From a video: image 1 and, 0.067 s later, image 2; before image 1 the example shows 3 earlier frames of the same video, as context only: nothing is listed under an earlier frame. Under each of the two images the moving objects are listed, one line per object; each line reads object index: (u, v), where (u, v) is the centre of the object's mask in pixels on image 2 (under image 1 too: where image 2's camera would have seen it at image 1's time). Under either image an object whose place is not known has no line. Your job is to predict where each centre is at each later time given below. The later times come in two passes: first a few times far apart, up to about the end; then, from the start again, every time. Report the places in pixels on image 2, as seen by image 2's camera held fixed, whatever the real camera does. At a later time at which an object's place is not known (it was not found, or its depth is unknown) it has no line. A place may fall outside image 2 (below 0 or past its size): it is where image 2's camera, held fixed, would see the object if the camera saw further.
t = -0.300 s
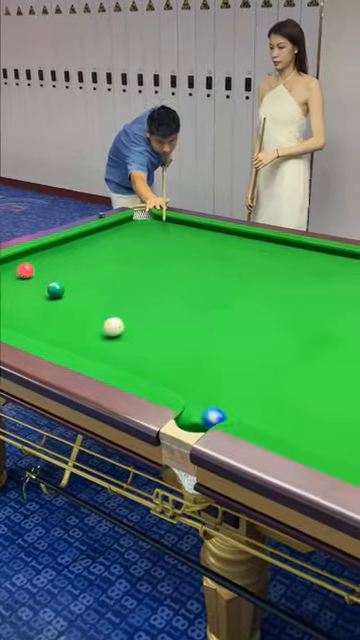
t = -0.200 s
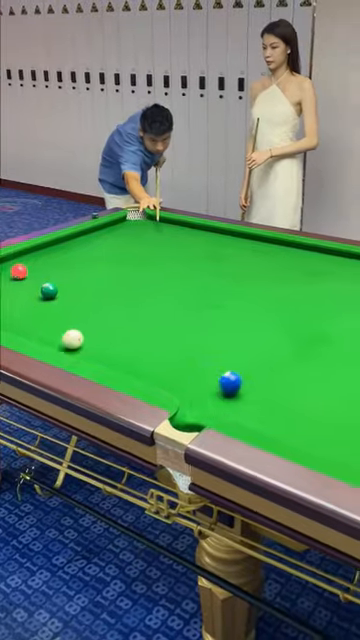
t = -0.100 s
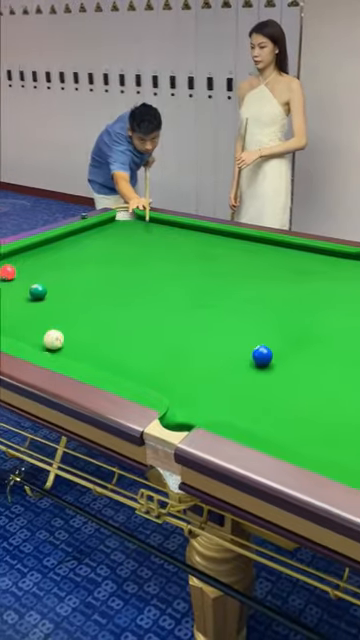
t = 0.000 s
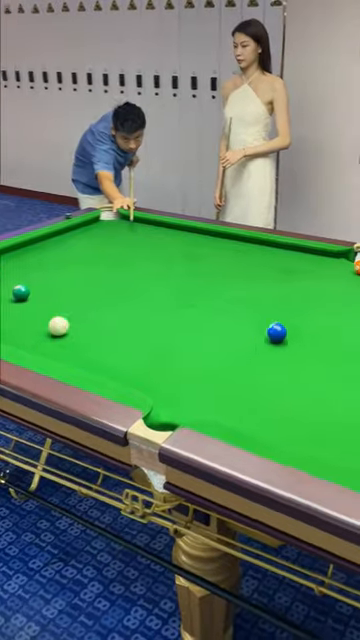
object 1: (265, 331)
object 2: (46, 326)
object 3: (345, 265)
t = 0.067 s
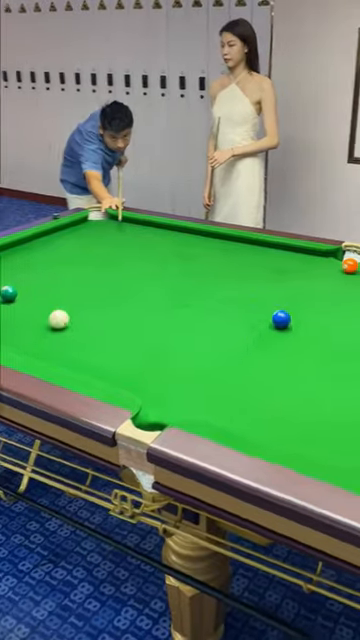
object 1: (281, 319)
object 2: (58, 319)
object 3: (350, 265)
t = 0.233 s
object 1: (315, 293)
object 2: (86, 303)
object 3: (350, 265)
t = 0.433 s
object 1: (344, 269)
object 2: (114, 286)
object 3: (355, 262)
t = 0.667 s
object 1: (351, 264)
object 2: (142, 269)
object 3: (327, 259)
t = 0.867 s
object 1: (357, 258)
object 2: (162, 257)
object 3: (294, 259)
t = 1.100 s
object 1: (347, 255)
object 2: (183, 245)
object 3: (256, 260)
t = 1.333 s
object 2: (200, 234)
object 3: (219, 260)
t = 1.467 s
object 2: (195, 236)
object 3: (198, 261)
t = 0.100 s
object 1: (288, 313)
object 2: (64, 316)
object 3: (350, 265)
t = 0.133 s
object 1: (295, 308)
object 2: (70, 312)
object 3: (350, 265)
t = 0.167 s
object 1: (302, 302)
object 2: (75, 309)
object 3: (350, 265)
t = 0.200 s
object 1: (309, 298)
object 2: (81, 306)
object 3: (350, 265)
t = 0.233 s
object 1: (315, 293)
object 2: (86, 303)
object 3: (350, 265)
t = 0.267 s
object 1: (321, 288)
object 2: (91, 300)
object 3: (350, 266)
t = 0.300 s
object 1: (327, 283)
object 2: (96, 297)
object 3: (351, 265)
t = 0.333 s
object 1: (333, 279)
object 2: (101, 294)
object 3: (350, 265)
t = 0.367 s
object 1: (338, 275)
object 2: (105, 291)
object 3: (351, 265)
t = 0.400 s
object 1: (343, 271)
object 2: (109, 289)
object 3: (352, 264)
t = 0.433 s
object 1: (344, 269)
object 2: (114, 286)
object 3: (355, 262)
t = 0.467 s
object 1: (345, 270)
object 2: (118, 283)
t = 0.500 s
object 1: (345, 269)
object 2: (123, 281)
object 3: (358, 258)
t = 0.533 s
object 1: (346, 268)
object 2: (127, 279)
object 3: (350, 257)
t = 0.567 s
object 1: (347, 267)
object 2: (130, 276)
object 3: (344, 256)
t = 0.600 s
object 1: (349, 266)
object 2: (134, 274)
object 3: (338, 258)
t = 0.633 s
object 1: (350, 265)
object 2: (138, 271)
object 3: (333, 259)
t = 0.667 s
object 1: (351, 264)
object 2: (142, 269)
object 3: (327, 259)
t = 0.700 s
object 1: (352, 263)
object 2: (146, 267)
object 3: (322, 259)
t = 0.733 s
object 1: (353, 262)
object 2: (149, 265)
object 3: (316, 259)
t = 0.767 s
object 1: (354, 261)
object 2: (153, 263)
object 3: (311, 259)
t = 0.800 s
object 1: (355, 260)
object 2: (156, 261)
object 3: (305, 259)
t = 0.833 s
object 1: (356, 259)
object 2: (159, 259)
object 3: (300, 259)
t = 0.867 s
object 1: (357, 258)
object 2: (162, 257)
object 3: (294, 259)
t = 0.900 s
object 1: (357, 258)
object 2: (166, 255)
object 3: (289, 260)
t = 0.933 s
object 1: (356, 257)
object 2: (169, 253)
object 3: (283, 260)
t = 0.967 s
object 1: (354, 256)
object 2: (172, 251)
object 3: (278, 260)
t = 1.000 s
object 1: (352, 256)
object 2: (175, 250)
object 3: (272, 260)
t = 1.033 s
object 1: (351, 256)
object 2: (178, 248)
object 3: (267, 260)
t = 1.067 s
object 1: (350, 256)
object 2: (181, 246)
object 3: (261, 260)
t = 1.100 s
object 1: (347, 255)
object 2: (183, 245)
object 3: (256, 260)
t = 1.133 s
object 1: (346, 255)
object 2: (186, 243)
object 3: (250, 260)
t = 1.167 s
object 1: (344, 254)
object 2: (188, 241)
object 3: (245, 260)
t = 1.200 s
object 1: (342, 254)
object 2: (191, 240)
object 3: (240, 260)
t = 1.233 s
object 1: (342, 254)
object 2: (193, 238)
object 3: (234, 260)
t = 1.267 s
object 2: (196, 237)
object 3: (229, 260)
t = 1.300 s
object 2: (198, 235)
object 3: (224, 260)
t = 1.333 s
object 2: (200, 234)
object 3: (219, 260)
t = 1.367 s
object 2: (202, 233)
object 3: (214, 260)
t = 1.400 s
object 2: (199, 234)
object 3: (209, 260)
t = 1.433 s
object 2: (197, 235)
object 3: (203, 260)
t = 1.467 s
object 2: (195, 236)
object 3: (198, 261)
